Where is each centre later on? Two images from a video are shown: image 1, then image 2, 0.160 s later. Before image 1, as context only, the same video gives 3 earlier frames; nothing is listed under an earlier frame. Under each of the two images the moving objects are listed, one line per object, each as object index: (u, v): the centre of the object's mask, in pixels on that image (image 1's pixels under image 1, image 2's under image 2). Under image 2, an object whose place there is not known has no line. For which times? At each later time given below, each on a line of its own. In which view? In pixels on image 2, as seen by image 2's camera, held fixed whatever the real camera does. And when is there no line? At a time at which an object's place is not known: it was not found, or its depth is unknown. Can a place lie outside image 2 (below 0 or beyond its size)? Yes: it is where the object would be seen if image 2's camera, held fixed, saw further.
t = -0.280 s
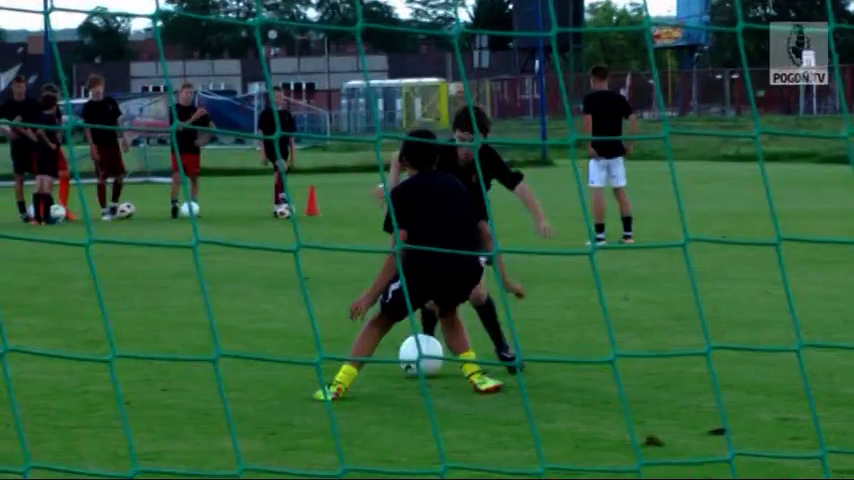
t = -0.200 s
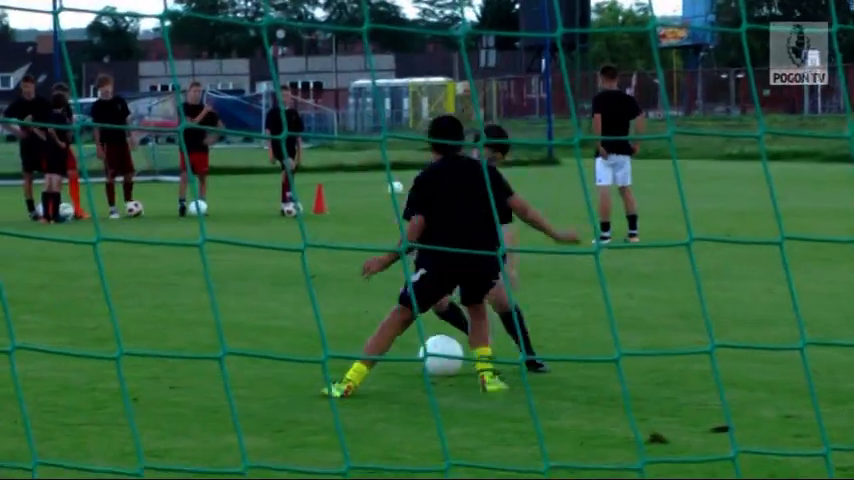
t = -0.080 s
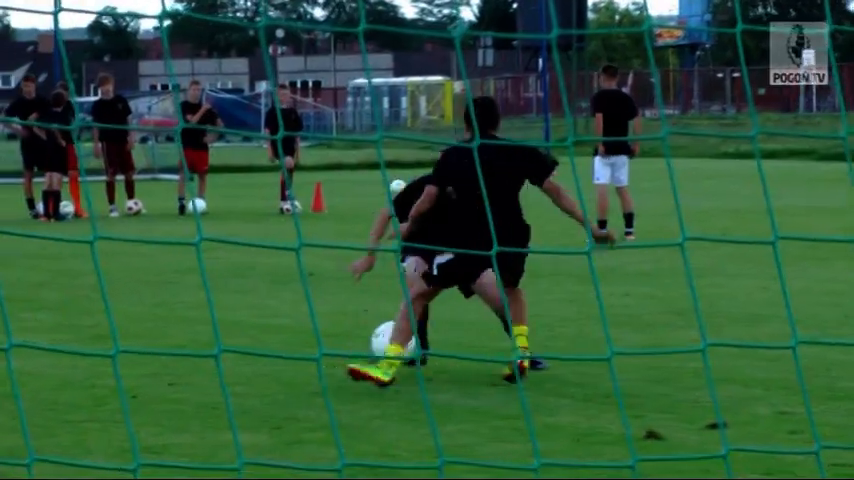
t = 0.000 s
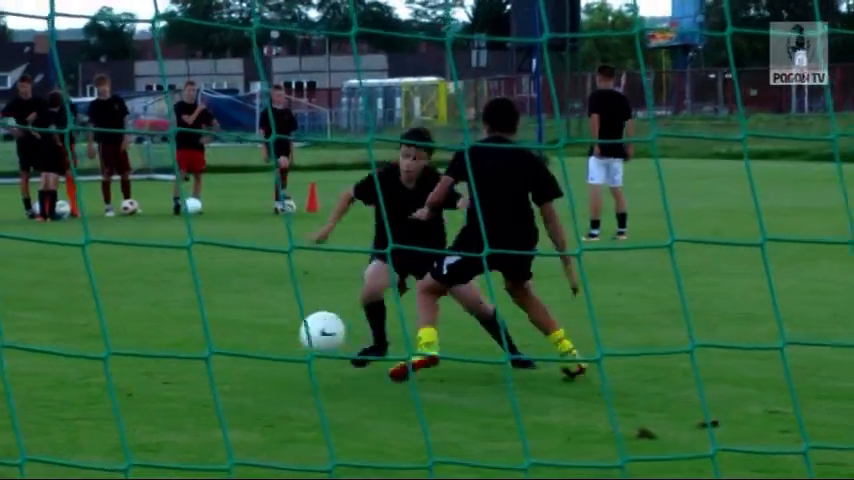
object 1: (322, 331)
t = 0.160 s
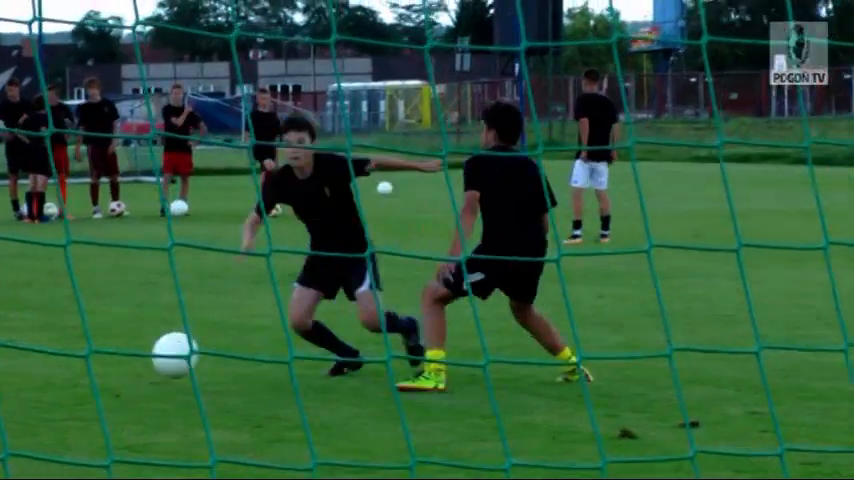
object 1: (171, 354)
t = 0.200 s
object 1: (141, 368)
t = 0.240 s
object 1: (115, 374)
